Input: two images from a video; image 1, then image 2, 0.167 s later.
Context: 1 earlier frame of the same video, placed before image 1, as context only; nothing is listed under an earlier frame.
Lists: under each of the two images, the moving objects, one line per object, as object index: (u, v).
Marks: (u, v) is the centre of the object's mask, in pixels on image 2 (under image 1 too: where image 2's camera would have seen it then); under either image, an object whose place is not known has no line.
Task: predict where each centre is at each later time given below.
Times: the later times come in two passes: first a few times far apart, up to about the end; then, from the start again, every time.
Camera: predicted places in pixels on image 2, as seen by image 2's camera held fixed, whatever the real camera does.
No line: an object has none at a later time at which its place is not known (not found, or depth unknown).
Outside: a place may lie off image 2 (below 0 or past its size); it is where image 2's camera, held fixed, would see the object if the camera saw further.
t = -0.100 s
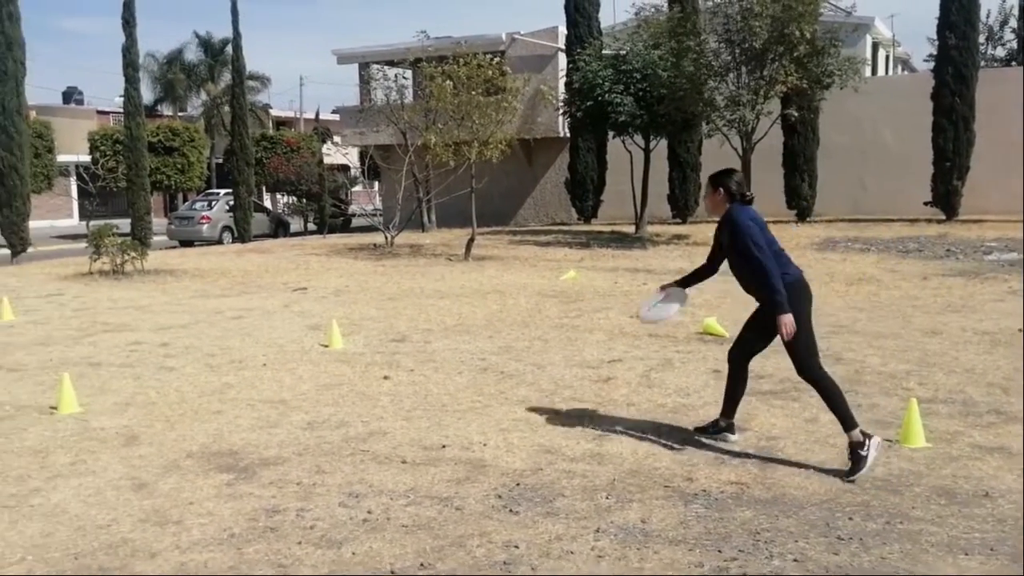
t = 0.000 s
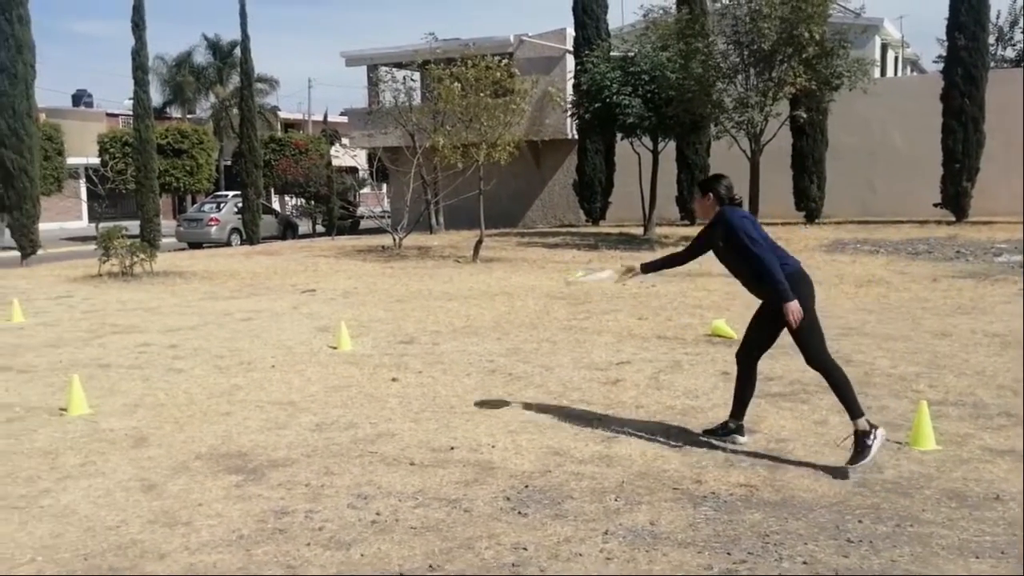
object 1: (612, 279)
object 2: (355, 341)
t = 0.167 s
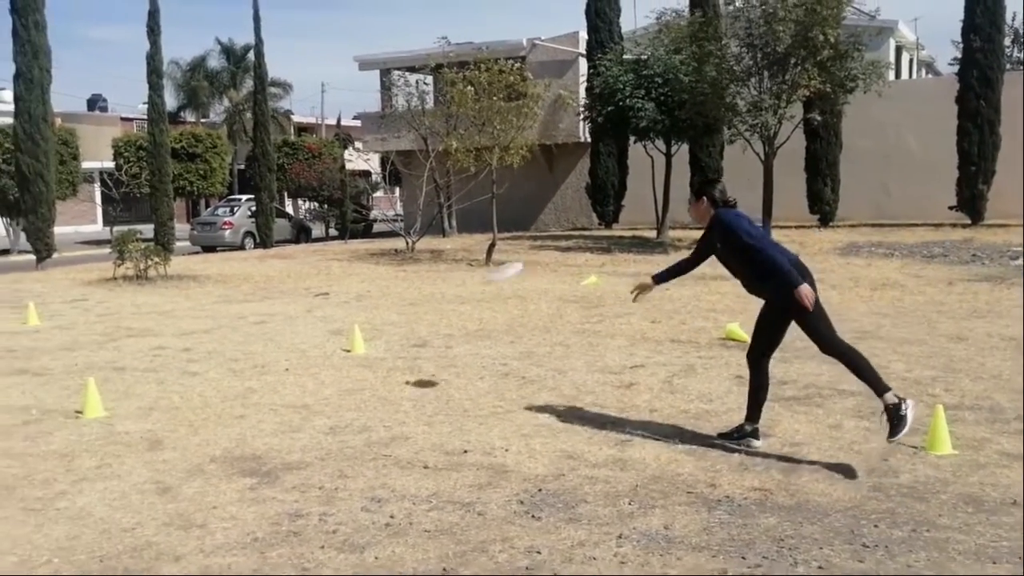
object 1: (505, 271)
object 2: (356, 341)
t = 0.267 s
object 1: (455, 286)
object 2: (355, 341)
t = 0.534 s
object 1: (348, 348)
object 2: (359, 337)
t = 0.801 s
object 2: (358, 331)
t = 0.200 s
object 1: (493, 273)
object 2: (356, 341)
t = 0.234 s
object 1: (480, 277)
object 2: (356, 341)
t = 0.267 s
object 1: (455, 286)
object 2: (355, 341)
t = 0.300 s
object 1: (438, 293)
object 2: (355, 341)
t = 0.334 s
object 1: (425, 300)
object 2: (356, 341)
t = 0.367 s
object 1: (413, 307)
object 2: (355, 341)
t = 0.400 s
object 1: (403, 313)
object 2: (355, 340)
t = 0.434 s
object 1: (390, 321)
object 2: (355, 340)
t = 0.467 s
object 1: (372, 332)
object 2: (356, 341)
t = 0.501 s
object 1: (356, 344)
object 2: (355, 341)
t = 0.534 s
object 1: (348, 348)
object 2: (359, 337)
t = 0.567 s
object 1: (336, 346)
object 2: (359, 335)
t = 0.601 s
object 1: (329, 345)
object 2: (357, 333)
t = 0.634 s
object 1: (320, 344)
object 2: (359, 330)
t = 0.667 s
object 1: (312, 344)
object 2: (360, 330)
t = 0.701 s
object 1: (305, 344)
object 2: (358, 330)
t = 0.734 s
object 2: (358, 333)
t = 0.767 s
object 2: (357, 333)
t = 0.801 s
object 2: (358, 331)
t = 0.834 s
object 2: (359, 328)
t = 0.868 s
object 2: (360, 327)
